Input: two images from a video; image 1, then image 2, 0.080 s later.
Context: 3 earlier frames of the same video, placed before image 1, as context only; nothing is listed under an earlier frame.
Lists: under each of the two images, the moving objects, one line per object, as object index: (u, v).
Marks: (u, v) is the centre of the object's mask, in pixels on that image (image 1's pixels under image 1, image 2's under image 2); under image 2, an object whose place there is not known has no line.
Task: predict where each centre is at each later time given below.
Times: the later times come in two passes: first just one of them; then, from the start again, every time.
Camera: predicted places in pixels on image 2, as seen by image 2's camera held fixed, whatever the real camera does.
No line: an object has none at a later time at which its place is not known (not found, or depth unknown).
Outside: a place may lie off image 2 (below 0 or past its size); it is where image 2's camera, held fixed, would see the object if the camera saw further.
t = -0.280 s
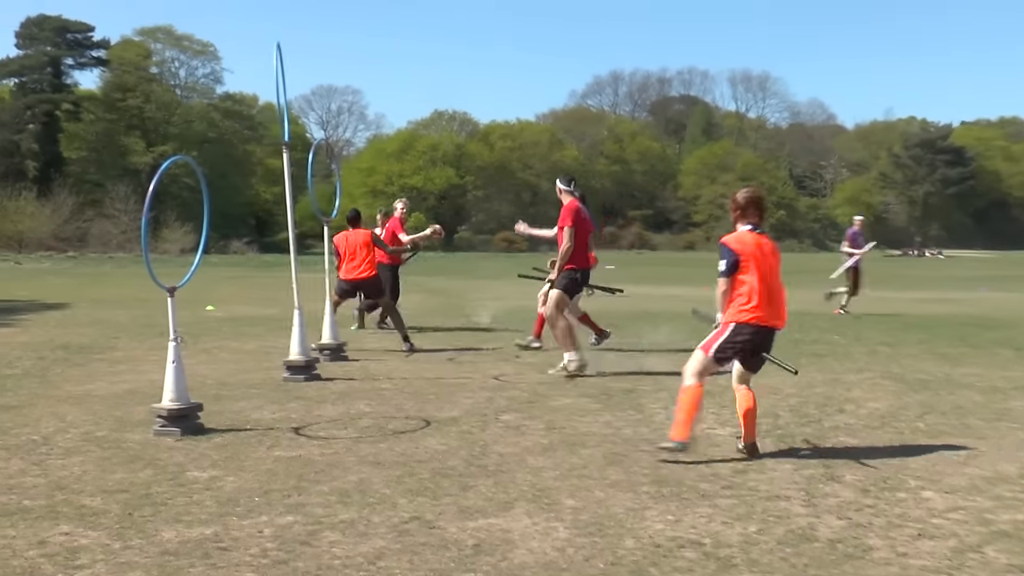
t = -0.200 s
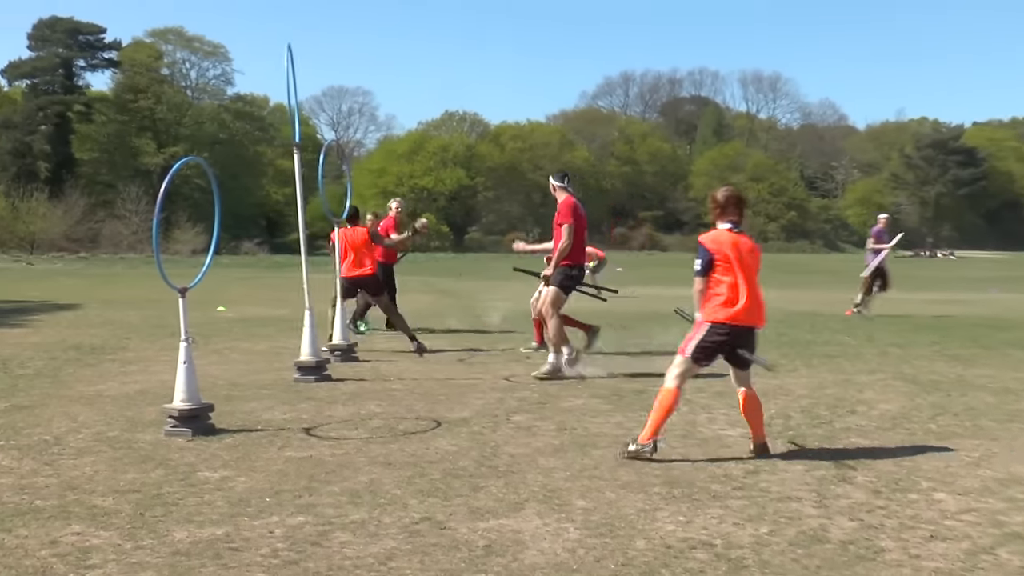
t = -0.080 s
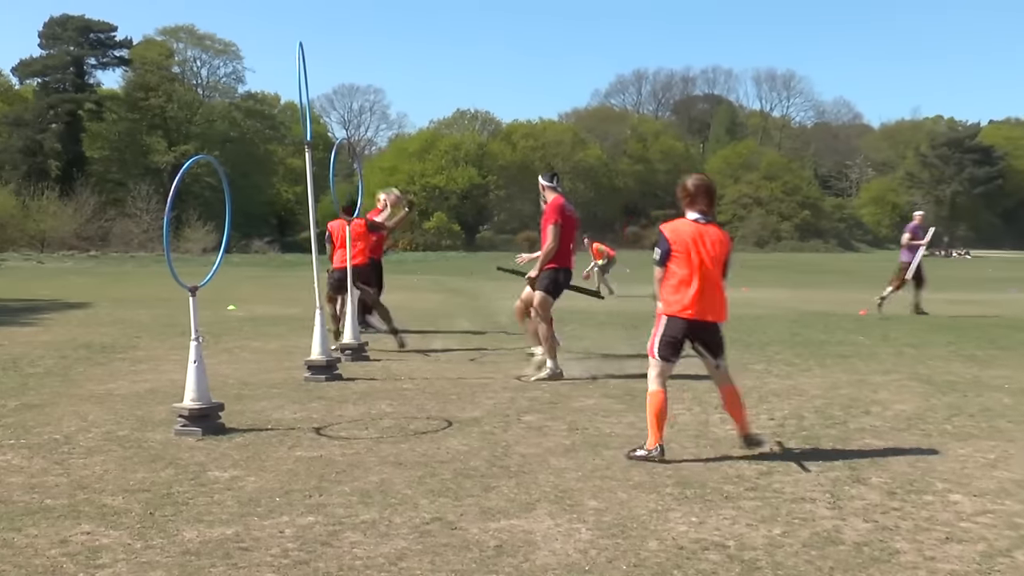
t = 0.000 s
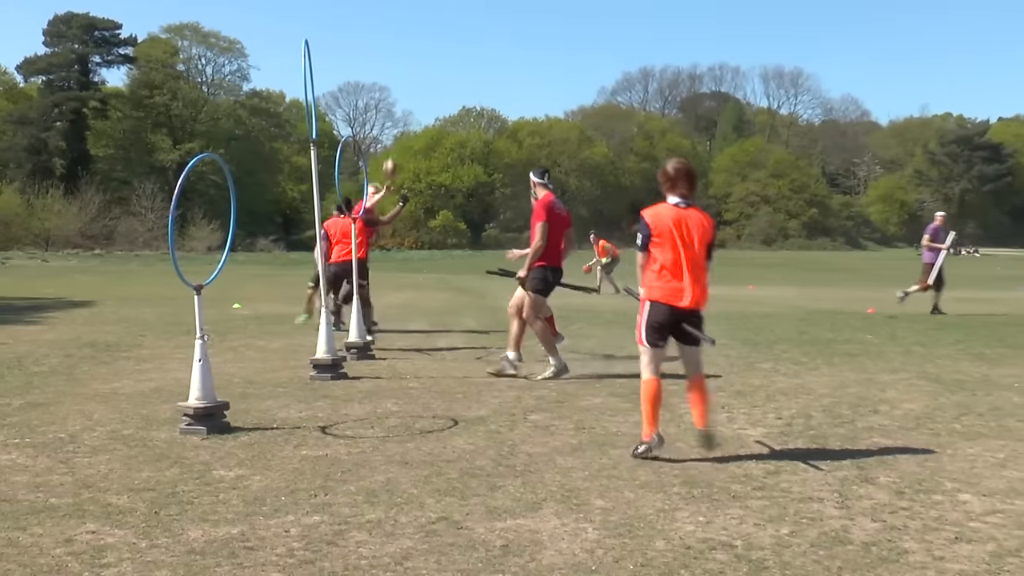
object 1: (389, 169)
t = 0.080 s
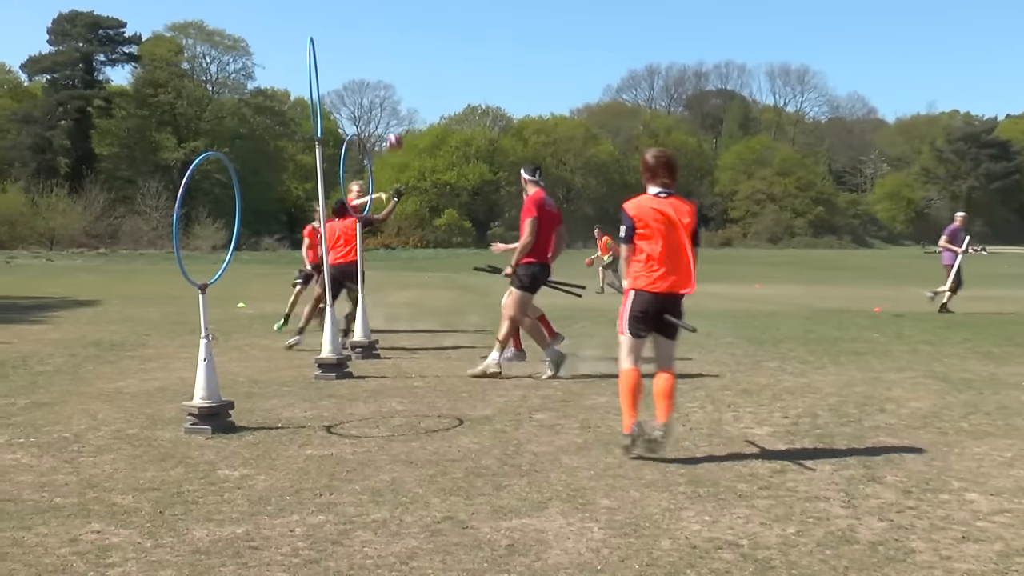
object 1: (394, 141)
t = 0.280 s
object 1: (391, 93)
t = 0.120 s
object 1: (394, 129)
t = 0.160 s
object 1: (394, 118)
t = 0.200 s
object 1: (393, 108)
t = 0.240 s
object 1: (393, 100)
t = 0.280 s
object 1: (391, 93)
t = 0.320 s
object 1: (390, 86)
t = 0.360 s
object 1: (388, 80)
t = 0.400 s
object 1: (387, 76)
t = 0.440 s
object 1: (384, 72)
